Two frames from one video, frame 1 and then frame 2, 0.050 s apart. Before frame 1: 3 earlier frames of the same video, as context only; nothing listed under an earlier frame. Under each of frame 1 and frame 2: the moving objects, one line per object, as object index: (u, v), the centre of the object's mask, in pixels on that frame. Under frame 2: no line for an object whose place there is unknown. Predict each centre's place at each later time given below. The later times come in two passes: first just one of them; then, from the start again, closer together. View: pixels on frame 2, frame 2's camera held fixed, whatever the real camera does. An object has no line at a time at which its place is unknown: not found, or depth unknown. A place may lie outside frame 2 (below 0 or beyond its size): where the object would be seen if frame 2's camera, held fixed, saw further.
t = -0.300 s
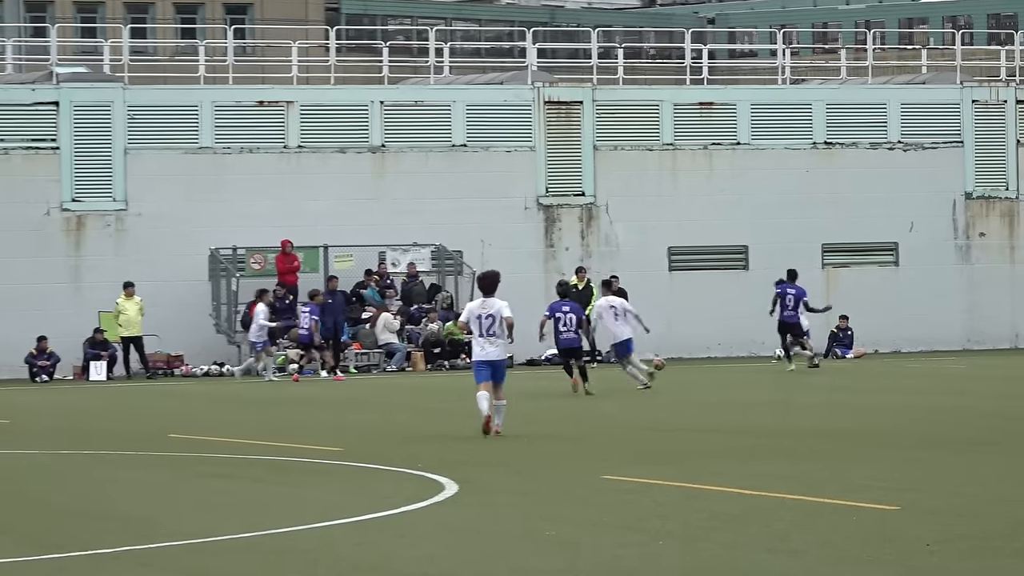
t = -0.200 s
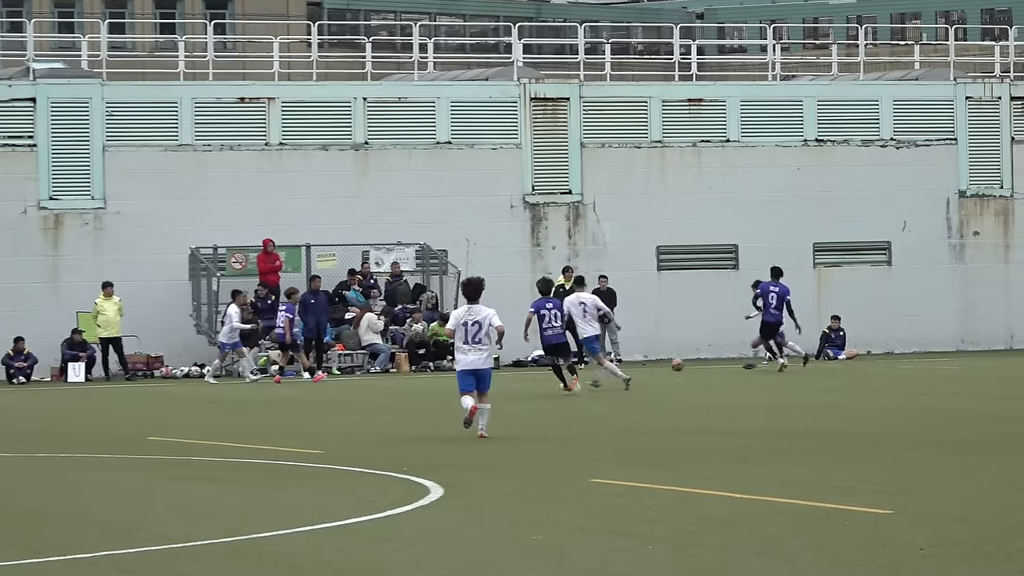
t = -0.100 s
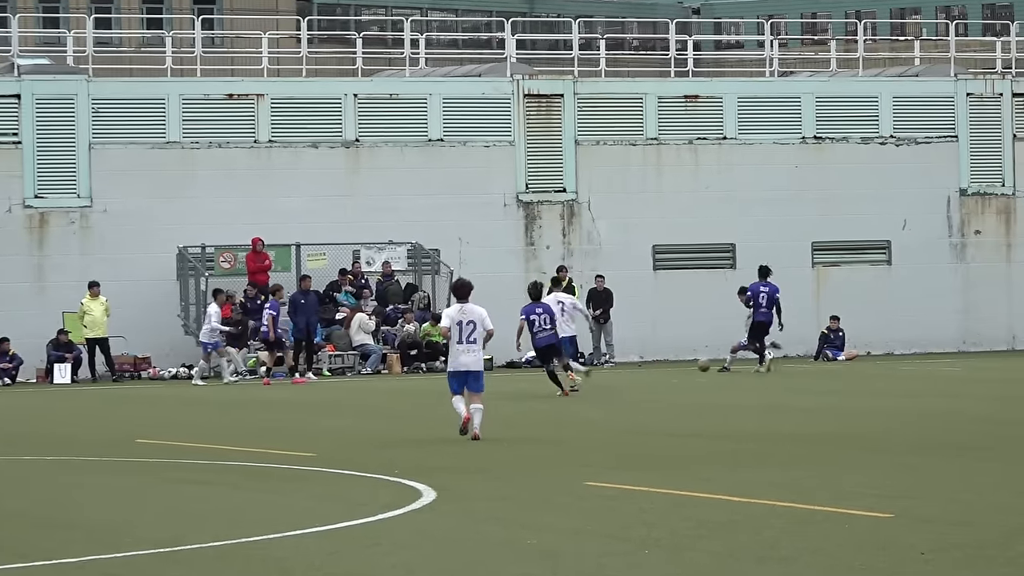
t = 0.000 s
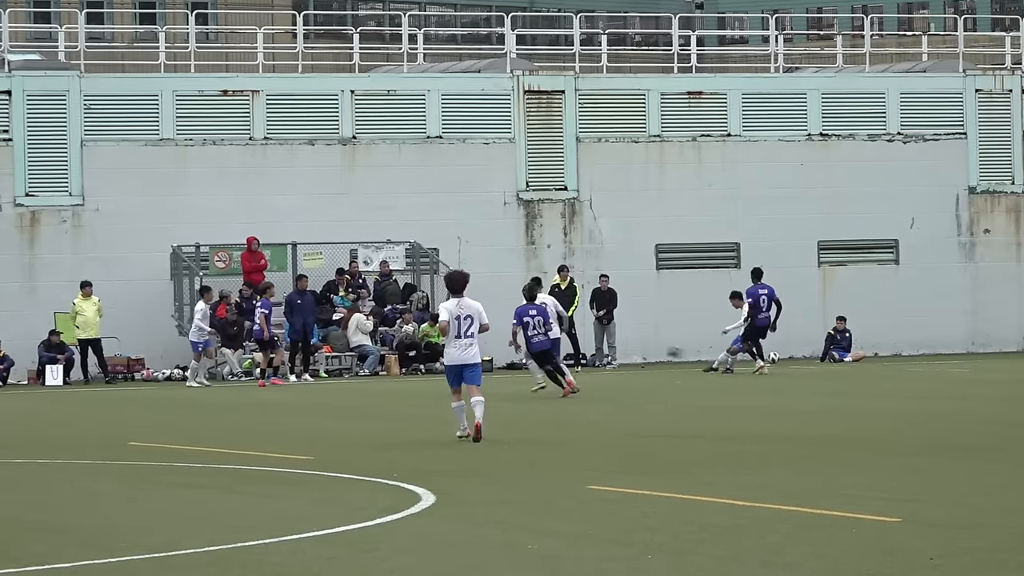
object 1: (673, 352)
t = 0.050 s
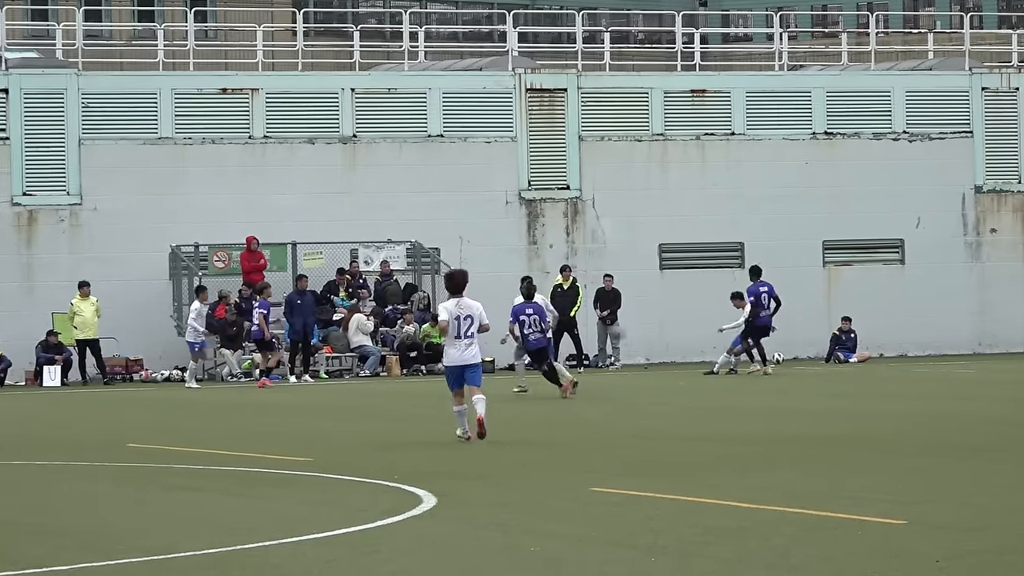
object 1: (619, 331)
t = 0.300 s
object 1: (325, 250)
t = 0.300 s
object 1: (325, 250)
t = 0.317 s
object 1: (306, 245)
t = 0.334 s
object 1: (286, 240)
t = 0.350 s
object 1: (268, 236)
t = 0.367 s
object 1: (248, 230)
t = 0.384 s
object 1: (232, 226)
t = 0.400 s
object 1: (213, 221)
